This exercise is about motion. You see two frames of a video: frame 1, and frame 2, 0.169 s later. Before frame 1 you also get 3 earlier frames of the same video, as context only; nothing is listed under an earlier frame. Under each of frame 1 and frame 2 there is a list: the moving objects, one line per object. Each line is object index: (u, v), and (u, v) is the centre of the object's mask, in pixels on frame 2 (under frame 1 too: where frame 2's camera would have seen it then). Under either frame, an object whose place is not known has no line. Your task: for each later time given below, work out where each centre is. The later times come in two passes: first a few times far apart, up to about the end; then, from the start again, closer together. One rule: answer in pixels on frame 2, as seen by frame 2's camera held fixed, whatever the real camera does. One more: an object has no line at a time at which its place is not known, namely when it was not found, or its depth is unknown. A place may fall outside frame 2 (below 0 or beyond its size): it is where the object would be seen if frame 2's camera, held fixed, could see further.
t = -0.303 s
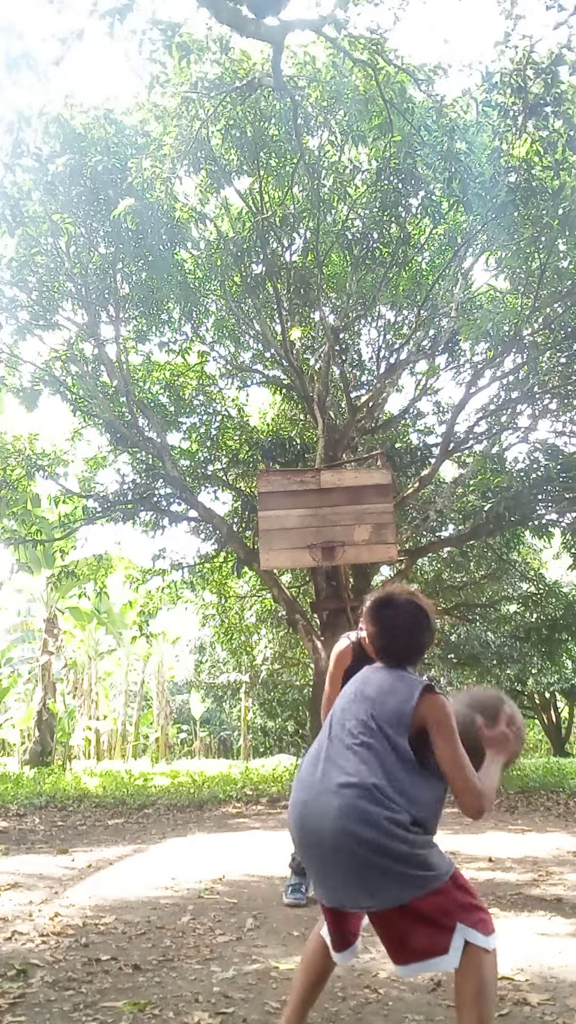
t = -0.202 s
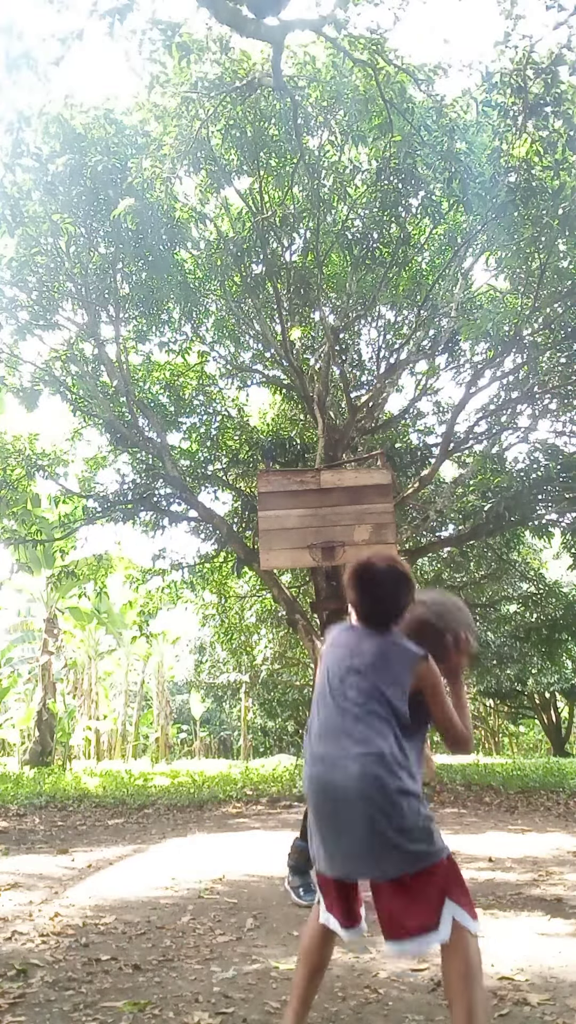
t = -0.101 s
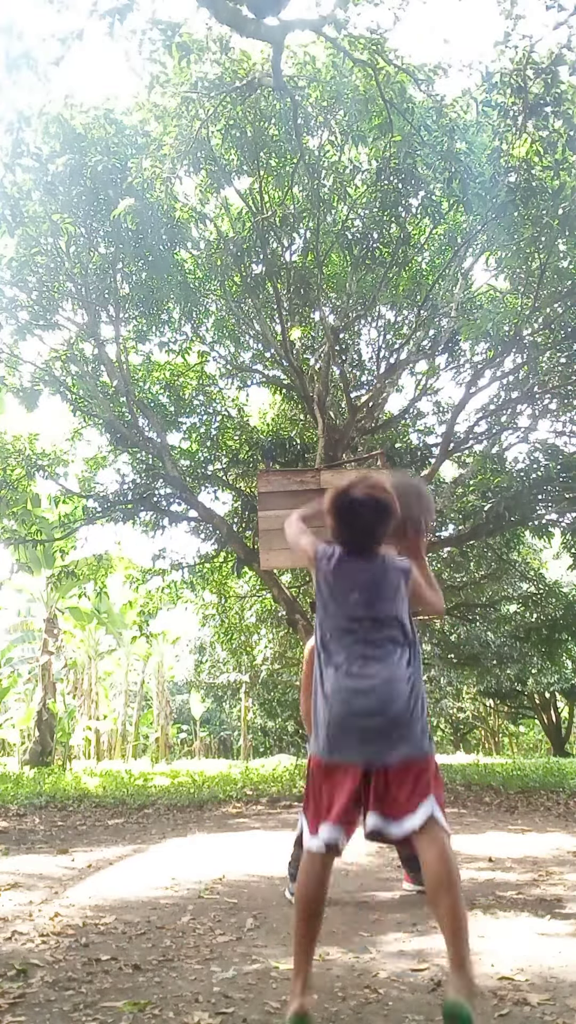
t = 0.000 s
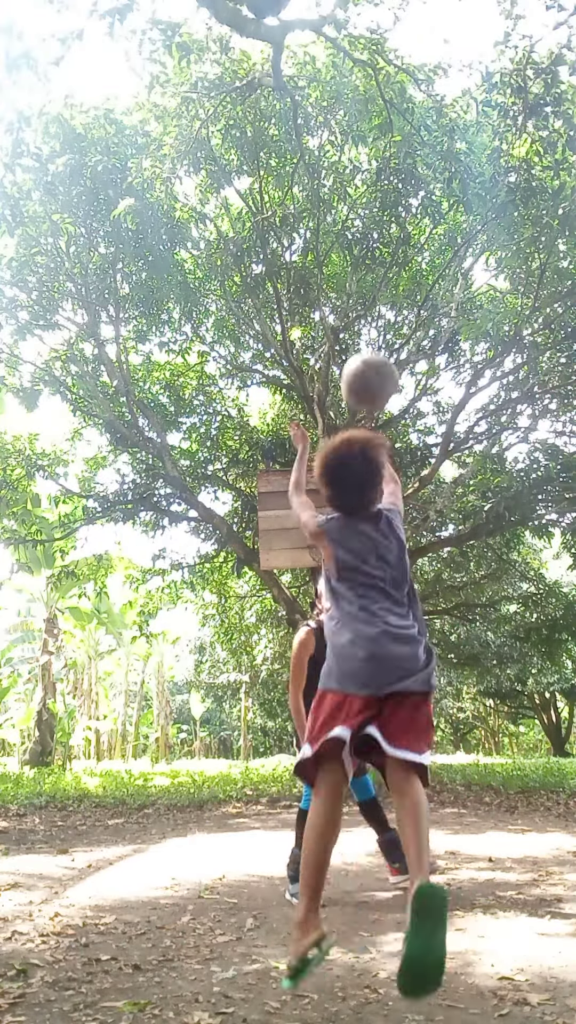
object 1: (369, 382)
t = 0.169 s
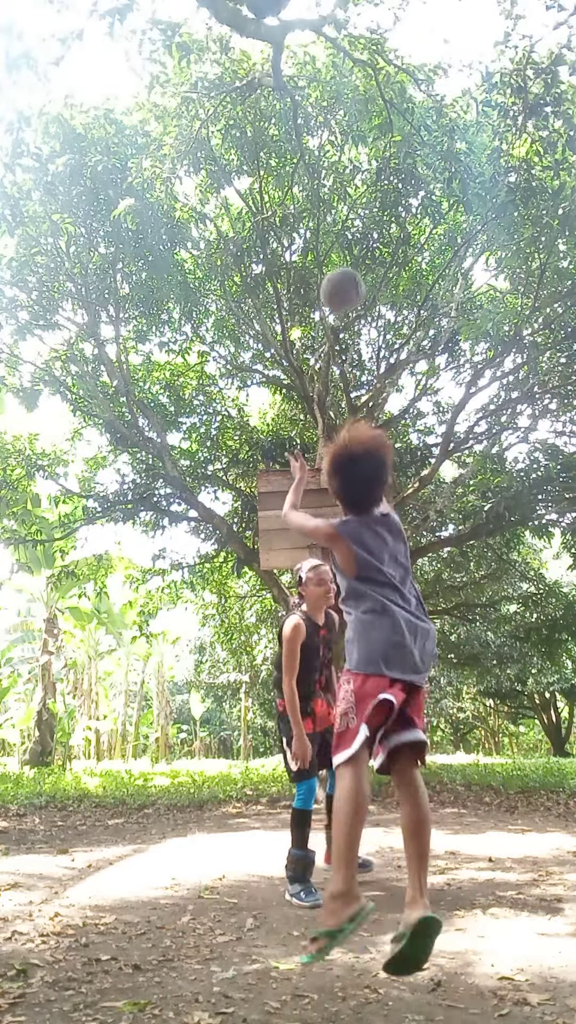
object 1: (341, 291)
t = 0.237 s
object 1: (335, 278)
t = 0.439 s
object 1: (324, 280)
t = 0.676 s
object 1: (321, 333)
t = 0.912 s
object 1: (325, 428)
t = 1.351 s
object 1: (355, 483)
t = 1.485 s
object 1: (373, 469)
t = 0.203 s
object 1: (338, 283)
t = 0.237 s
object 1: (335, 278)
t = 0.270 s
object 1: (332, 274)
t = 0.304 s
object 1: (331, 272)
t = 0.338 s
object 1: (328, 272)
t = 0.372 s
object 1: (326, 273)
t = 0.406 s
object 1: (325, 276)
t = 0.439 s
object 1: (324, 280)
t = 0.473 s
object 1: (324, 286)
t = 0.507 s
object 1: (322, 292)
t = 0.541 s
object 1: (322, 298)
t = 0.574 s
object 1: (321, 307)
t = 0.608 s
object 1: (321, 315)
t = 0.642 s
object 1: (321, 326)
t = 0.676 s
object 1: (321, 333)
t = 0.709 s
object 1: (321, 346)
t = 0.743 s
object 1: (322, 360)
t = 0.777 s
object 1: (321, 370)
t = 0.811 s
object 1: (322, 385)
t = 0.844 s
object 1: (323, 398)
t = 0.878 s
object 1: (323, 413)
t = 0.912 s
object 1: (325, 428)
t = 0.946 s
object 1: (327, 444)
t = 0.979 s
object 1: (326, 459)
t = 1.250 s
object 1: (343, 502)
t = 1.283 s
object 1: (347, 495)
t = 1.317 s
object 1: (351, 489)
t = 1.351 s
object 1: (355, 483)
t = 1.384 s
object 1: (359, 477)
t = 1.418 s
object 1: (363, 473)
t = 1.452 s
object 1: (368, 470)
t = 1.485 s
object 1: (373, 469)
